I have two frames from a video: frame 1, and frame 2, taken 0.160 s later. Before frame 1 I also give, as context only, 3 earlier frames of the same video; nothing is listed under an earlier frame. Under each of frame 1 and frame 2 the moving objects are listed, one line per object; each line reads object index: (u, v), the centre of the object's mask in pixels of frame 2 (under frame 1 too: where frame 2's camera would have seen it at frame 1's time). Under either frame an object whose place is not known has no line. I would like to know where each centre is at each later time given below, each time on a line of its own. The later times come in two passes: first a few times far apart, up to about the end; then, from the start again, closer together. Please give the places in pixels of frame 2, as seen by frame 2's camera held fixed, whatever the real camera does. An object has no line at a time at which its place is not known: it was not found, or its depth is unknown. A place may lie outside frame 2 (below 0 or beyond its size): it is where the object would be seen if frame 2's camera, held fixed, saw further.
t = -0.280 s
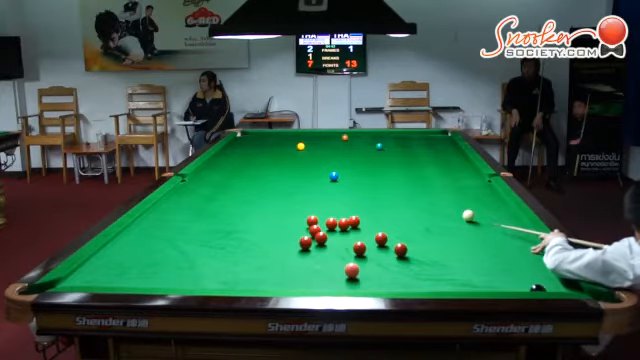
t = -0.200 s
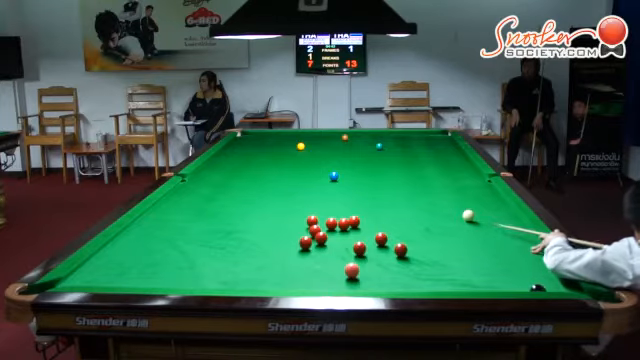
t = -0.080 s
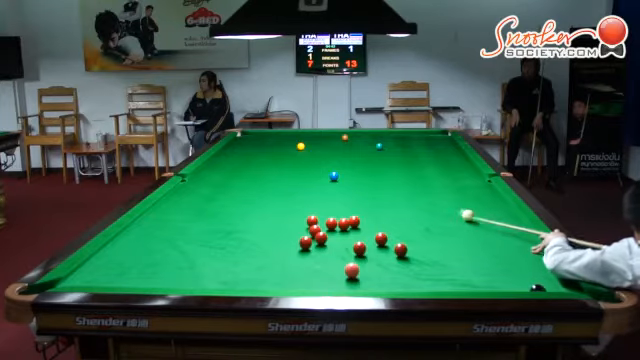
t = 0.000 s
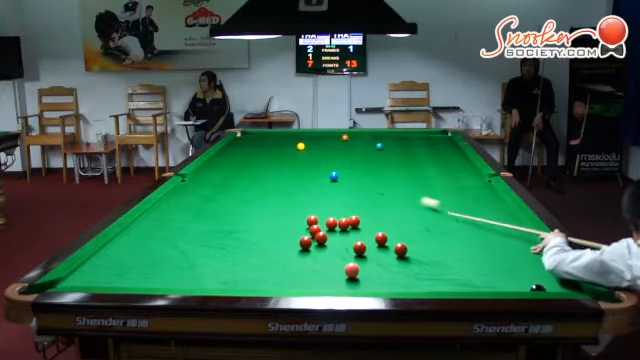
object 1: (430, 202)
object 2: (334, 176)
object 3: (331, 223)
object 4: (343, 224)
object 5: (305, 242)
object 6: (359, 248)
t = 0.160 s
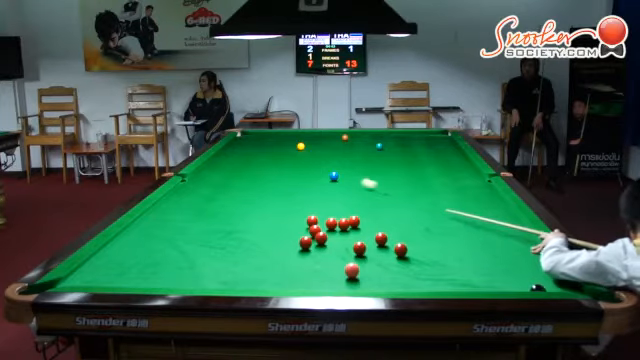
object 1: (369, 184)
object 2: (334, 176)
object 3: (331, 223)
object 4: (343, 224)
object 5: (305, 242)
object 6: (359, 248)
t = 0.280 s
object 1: (341, 173)
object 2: (328, 176)
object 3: (331, 223)
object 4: (343, 224)
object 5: (305, 242)
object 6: (359, 248)
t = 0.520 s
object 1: (326, 158)
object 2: (290, 177)
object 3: (331, 223)
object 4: (343, 224)
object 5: (305, 242)
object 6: (359, 248)
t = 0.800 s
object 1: (311, 144)
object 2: (249, 177)
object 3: (331, 223)
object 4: (343, 224)
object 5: (305, 242)
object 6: (359, 248)
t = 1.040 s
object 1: (301, 135)
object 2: (216, 178)
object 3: (331, 223)
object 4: (343, 224)
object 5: (305, 242)
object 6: (359, 248)
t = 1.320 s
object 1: (277, 137)
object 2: (191, 178)
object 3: (331, 223)
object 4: (343, 224)
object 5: (305, 242)
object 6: (359, 248)
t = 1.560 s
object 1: (249, 143)
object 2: (209, 176)
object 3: (331, 223)
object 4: (343, 224)
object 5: (305, 242)
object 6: (359, 248)
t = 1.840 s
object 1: (225, 150)
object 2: (228, 173)
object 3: (331, 223)
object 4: (343, 224)
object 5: (305, 242)
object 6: (359, 248)
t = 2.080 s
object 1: (233, 157)
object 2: (243, 171)
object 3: (331, 223)
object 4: (343, 224)
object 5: (305, 242)
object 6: (359, 248)
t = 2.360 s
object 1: (244, 164)
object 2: (258, 169)
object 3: (331, 223)
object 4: (343, 224)
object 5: (305, 242)
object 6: (359, 248)
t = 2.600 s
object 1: (254, 172)
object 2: (271, 168)
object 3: (331, 223)
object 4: (343, 224)
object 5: (305, 242)
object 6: (359, 248)
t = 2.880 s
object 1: (268, 181)
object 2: (284, 166)
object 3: (331, 223)
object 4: (343, 224)
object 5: (305, 242)
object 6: (359, 248)
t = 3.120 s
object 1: (281, 190)
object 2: (294, 165)
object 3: (331, 223)
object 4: (343, 224)
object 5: (305, 242)
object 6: (359, 248)
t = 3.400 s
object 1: (298, 201)
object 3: (331, 223)
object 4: (343, 224)
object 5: (305, 242)
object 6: (359, 248)
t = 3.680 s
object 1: (318, 213)
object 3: (331, 223)
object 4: (343, 224)
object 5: (305, 242)
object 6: (359, 248)
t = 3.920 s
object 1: (330, 219)
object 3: (331, 228)
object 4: (347, 224)
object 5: (305, 242)
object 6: (359, 248)
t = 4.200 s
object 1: (337, 224)
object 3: (333, 236)
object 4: (356, 225)
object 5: (305, 242)
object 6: (359, 248)
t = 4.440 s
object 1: (344, 226)
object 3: (341, 240)
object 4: (362, 226)
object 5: (301, 243)
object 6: (360, 248)
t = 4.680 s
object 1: (349, 228)
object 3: (348, 244)
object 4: (368, 227)
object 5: (297, 244)
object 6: (359, 248)
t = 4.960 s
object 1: (356, 229)
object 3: (349, 246)
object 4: (372, 228)
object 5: (293, 245)
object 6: (365, 250)
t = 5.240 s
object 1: (360, 230)
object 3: (349, 247)
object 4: (375, 228)
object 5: (290, 245)
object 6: (369, 251)
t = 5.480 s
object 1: (363, 231)
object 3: (349, 247)
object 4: (377, 228)
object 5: (289, 245)
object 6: (372, 252)
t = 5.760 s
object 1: (366, 231)
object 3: (349, 247)
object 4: (377, 228)
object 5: (289, 245)
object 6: (374, 253)
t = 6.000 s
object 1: (367, 232)
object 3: (349, 247)
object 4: (377, 228)
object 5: (289, 245)
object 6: (375, 253)
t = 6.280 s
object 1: (367, 232)
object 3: (349, 247)
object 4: (377, 228)
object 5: (289, 245)
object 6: (375, 253)
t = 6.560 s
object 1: (368, 232)
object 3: (349, 247)
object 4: (377, 228)
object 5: (289, 245)
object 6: (375, 253)
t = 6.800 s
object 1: (368, 232)
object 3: (349, 247)
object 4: (377, 228)
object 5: (289, 245)
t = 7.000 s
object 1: (367, 232)
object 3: (349, 247)
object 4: (377, 228)
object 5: (289, 245)
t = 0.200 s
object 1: (357, 180)
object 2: (333, 176)
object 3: (331, 223)
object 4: (343, 224)
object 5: (305, 242)
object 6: (359, 248)
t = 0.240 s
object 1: (345, 176)
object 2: (333, 176)
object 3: (331, 223)
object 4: (343, 224)
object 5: (305, 242)
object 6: (359, 248)
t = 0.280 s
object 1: (341, 173)
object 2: (328, 176)
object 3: (331, 223)
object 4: (343, 224)
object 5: (305, 242)
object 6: (359, 248)
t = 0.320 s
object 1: (339, 170)
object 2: (320, 176)
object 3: (331, 223)
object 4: (343, 224)
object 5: (305, 242)
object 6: (359, 248)
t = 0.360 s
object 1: (336, 167)
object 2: (314, 176)
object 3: (331, 223)
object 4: (343, 224)
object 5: (305, 242)
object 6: (359, 248)
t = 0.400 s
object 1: (333, 165)
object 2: (308, 176)
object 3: (331, 223)
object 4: (343, 224)
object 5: (305, 242)
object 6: (359, 248)
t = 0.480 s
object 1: (328, 160)
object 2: (296, 176)
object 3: (331, 223)
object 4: (343, 224)
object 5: (305, 242)
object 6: (359, 248)
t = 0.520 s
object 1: (326, 158)
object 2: (290, 177)
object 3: (331, 223)
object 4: (343, 224)
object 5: (305, 242)
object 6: (359, 248)
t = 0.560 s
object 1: (324, 155)
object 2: (284, 177)
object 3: (331, 223)
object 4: (343, 224)
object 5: (305, 242)
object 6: (359, 248)
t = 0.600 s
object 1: (322, 153)
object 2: (278, 177)
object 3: (331, 223)
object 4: (343, 224)
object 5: (305, 242)
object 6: (359, 248)
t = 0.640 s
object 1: (320, 151)
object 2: (272, 177)
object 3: (331, 223)
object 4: (343, 224)
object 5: (305, 242)
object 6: (359, 248)
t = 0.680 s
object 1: (317, 149)
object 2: (266, 177)
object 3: (331, 223)
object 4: (343, 224)
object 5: (305, 242)
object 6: (359, 248)
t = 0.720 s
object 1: (315, 148)
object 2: (260, 177)
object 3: (331, 223)
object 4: (343, 224)
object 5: (305, 242)
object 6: (359, 248)
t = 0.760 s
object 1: (313, 146)
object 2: (254, 177)
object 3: (331, 223)
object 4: (343, 224)
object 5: (305, 242)
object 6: (359, 248)
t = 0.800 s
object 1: (311, 144)
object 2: (249, 177)
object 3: (331, 223)
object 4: (343, 224)
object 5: (305, 242)
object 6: (359, 248)
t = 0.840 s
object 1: (310, 143)
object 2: (244, 177)
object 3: (331, 223)
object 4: (343, 224)
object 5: (305, 242)
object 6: (359, 248)
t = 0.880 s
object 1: (308, 141)
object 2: (238, 177)
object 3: (331, 223)
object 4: (343, 224)
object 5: (305, 242)
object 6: (359, 248)
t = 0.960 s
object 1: (304, 138)
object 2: (227, 178)
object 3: (331, 223)
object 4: (343, 224)
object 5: (305, 242)
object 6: (359, 248)
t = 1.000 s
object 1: (303, 136)
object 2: (221, 178)
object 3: (331, 223)
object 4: (343, 224)
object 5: (305, 242)
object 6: (359, 248)
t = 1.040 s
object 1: (301, 135)
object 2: (216, 178)
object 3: (331, 223)
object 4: (343, 224)
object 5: (305, 242)
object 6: (359, 248)
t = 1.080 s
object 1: (300, 133)
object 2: (211, 179)
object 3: (331, 223)
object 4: (343, 224)
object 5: (305, 242)
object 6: (359, 248)
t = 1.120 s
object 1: (299, 132)
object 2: (205, 178)
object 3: (331, 223)
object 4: (343, 224)
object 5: (305, 242)
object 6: (359, 248)
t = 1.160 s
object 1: (295, 132)
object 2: (200, 178)
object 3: (331, 223)
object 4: (343, 224)
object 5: (305, 242)
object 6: (359, 248)
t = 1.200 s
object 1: (290, 134)
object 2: (195, 179)
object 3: (331, 223)
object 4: (343, 224)
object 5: (305, 242)
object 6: (359, 248)
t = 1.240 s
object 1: (286, 135)
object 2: (188, 179)
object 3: (331, 223)
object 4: (343, 224)
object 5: (305, 242)
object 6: (359, 248)
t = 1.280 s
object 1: (281, 136)
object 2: (188, 179)
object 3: (331, 223)
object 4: (343, 224)
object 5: (305, 242)
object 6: (359, 248)
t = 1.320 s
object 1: (277, 137)
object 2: (191, 178)
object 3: (331, 223)
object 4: (343, 224)
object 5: (305, 242)
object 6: (359, 248)
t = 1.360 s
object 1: (272, 138)
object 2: (195, 178)
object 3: (331, 223)
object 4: (343, 224)
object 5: (305, 242)
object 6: (359, 248)
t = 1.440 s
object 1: (263, 140)
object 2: (200, 177)
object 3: (331, 223)
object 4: (343, 224)
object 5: (305, 242)
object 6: (359, 248)
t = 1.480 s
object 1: (259, 141)
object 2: (203, 176)
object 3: (331, 223)
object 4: (343, 224)
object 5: (305, 242)
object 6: (359, 248)
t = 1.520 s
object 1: (254, 142)
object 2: (206, 176)
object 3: (331, 223)
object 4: (343, 224)
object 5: (305, 242)
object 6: (359, 248)
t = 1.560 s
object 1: (249, 143)
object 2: (209, 176)
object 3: (331, 223)
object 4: (343, 224)
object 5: (305, 242)
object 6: (359, 248)
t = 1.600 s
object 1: (244, 144)
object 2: (212, 175)
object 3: (331, 223)
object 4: (343, 224)
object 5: (305, 242)
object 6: (359, 248)
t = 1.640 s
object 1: (239, 145)
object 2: (214, 175)
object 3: (331, 223)
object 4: (343, 224)
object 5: (305, 242)
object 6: (359, 248)
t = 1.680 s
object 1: (234, 146)
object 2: (217, 174)
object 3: (331, 223)
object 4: (343, 224)
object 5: (305, 242)
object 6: (359, 248)
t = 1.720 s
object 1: (229, 147)
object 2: (220, 174)
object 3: (331, 223)
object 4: (343, 224)
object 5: (305, 242)
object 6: (359, 248)
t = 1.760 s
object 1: (224, 148)
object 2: (223, 174)
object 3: (331, 223)
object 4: (343, 224)
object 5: (305, 242)
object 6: (359, 248)
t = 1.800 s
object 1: (223, 149)
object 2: (225, 173)
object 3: (331, 223)
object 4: (343, 224)
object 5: (305, 242)
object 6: (359, 248)
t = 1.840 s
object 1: (225, 150)
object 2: (228, 173)
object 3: (331, 223)
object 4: (343, 224)
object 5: (305, 242)
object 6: (359, 248)
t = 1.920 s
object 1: (227, 152)
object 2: (233, 172)
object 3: (331, 223)
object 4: (343, 224)
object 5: (305, 242)
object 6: (359, 248)
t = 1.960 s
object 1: (229, 153)
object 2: (235, 172)
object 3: (331, 223)
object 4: (343, 224)
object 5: (305, 242)
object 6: (359, 248)
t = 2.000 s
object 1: (230, 155)
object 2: (238, 172)
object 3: (331, 223)
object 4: (343, 224)
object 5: (305, 242)
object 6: (359, 248)
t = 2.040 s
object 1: (232, 156)
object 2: (240, 171)
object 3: (331, 223)
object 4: (343, 224)
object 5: (305, 242)
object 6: (359, 248)
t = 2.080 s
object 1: (233, 157)
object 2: (243, 171)
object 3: (331, 223)
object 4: (343, 224)
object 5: (305, 242)
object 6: (359, 248)
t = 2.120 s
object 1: (234, 158)
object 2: (245, 171)
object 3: (331, 223)
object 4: (343, 224)
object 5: (305, 242)
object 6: (359, 248)
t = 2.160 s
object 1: (236, 159)
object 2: (247, 171)
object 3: (331, 223)
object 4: (343, 224)
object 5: (305, 242)
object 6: (359, 248)
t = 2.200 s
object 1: (238, 160)
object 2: (250, 171)
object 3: (331, 223)
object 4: (343, 224)
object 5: (305, 242)
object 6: (359, 248)
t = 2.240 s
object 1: (239, 161)
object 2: (252, 170)
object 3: (331, 223)
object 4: (343, 224)
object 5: (305, 242)
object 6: (359, 248)
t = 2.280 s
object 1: (241, 162)
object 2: (254, 170)
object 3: (331, 223)
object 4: (343, 224)
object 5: (305, 242)
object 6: (359, 248)
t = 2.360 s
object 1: (244, 164)
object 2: (258, 169)
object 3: (331, 223)
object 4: (343, 224)
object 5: (305, 242)
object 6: (359, 248)
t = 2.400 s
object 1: (246, 166)
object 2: (260, 169)
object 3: (331, 223)
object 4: (343, 224)
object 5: (305, 242)
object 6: (359, 248)
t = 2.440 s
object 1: (247, 167)
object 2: (263, 169)
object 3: (331, 223)
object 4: (343, 224)
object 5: (305, 242)
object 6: (359, 248)
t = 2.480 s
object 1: (249, 168)
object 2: (265, 168)
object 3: (331, 223)
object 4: (343, 224)
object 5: (305, 242)
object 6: (359, 248)
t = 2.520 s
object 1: (251, 169)
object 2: (267, 168)
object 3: (331, 223)
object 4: (343, 224)
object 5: (305, 242)
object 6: (359, 248)
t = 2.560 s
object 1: (253, 170)
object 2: (269, 168)
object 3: (331, 223)
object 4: (343, 224)
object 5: (305, 242)
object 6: (359, 248)
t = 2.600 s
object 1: (254, 172)
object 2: (271, 168)
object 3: (331, 223)
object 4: (343, 224)
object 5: (305, 242)
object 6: (359, 248)
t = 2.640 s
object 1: (256, 173)
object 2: (273, 167)
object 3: (331, 223)
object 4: (343, 224)
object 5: (305, 242)
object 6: (359, 248)
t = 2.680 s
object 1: (258, 174)
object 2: (275, 167)
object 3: (331, 223)
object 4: (343, 224)
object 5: (305, 242)
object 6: (359, 248)
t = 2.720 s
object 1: (260, 176)
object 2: (277, 167)
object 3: (331, 223)
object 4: (343, 224)
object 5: (305, 242)
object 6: (359, 248)
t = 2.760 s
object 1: (262, 177)
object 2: (278, 167)
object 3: (331, 223)
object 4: (343, 224)
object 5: (305, 242)
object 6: (359, 248)
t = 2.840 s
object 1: (266, 180)
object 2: (282, 166)
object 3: (331, 223)
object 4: (343, 224)
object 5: (305, 242)
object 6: (359, 248)
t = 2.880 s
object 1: (268, 181)
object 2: (284, 166)
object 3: (331, 223)
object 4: (343, 224)
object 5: (305, 242)
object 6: (359, 248)
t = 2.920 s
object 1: (270, 183)
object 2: (286, 166)
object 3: (331, 223)
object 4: (343, 224)
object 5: (305, 242)
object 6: (359, 248)
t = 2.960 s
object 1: (272, 184)
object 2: (287, 166)
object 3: (331, 223)
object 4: (343, 224)
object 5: (305, 242)
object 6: (359, 248)
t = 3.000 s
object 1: (274, 185)
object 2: (289, 165)
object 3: (331, 223)
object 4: (343, 224)
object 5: (305, 242)
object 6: (359, 248)
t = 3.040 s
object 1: (277, 187)
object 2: (290, 165)
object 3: (331, 223)
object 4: (343, 224)
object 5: (305, 242)
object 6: (359, 248)
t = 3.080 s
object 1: (279, 188)
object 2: (292, 165)
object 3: (331, 223)
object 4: (343, 224)
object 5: (305, 242)
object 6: (359, 248)
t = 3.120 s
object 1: (281, 190)
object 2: (294, 165)
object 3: (331, 223)
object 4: (343, 224)
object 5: (305, 242)
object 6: (359, 248)
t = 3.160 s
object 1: (283, 191)
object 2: (296, 164)
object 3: (331, 223)
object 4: (343, 224)
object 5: (305, 242)
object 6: (359, 248)
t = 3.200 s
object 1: (286, 193)
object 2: (297, 164)
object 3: (331, 223)
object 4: (343, 224)
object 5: (305, 242)
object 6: (359, 248)
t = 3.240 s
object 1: (288, 194)
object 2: (299, 164)
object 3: (331, 223)
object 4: (343, 224)
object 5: (305, 242)
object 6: (359, 248)
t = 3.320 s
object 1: (293, 198)
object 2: (302, 164)
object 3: (331, 223)
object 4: (343, 224)
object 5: (305, 242)
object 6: (359, 248)
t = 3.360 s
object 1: (295, 199)
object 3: (331, 223)
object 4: (343, 224)
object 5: (305, 242)
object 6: (359, 248)
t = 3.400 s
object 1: (298, 201)
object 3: (331, 223)
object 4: (343, 224)
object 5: (305, 242)
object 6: (359, 248)
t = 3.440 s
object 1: (301, 203)
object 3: (331, 223)
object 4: (343, 224)
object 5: (305, 242)
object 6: (359, 248)
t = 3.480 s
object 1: (303, 205)
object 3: (331, 223)
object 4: (343, 224)
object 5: (305, 242)
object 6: (360, 248)
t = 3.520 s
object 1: (306, 206)
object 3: (331, 223)
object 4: (343, 224)
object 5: (305, 242)
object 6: (359, 248)
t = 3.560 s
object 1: (309, 208)
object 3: (331, 223)
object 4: (343, 224)
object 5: (305, 242)
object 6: (359, 248)
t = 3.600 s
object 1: (312, 210)
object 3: (331, 223)
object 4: (343, 224)
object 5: (305, 242)
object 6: (359, 248)
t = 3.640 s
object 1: (314, 211)
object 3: (331, 223)
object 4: (343, 224)
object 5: (305, 242)
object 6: (359, 248)
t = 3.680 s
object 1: (318, 213)
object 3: (331, 223)
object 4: (343, 224)
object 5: (305, 242)
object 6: (359, 248)
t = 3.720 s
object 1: (321, 216)
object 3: (331, 223)
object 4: (343, 224)
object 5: (305, 242)
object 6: (359, 248)
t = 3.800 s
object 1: (325, 218)
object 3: (331, 224)
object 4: (343, 224)
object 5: (305, 242)
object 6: (359, 248)
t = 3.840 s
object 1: (327, 219)
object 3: (331, 225)
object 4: (345, 224)
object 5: (305, 242)
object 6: (359, 248)
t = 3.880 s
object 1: (329, 219)
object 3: (331, 226)
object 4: (346, 224)
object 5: (305, 242)
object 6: (359, 248)
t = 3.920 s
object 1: (330, 219)
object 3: (331, 228)
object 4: (347, 224)
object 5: (305, 242)
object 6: (359, 248)
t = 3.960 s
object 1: (331, 220)
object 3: (331, 229)
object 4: (349, 224)
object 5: (305, 242)
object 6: (359, 248)
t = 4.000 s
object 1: (332, 220)
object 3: (331, 230)
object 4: (350, 225)
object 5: (305, 242)
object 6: (359, 248)
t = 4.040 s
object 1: (334, 221)
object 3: (331, 231)
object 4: (351, 225)
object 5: (305, 242)
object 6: (359, 248)
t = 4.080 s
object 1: (335, 222)
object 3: (331, 233)
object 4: (353, 225)
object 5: (305, 242)
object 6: (359, 248)
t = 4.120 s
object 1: (335, 223)
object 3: (331, 234)
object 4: (354, 226)
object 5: (305, 242)
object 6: (359, 248)
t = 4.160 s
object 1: (336, 223)
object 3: (332, 235)
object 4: (355, 225)
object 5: (305, 242)
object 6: (360, 248)
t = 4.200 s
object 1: (337, 224)
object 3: (333, 236)
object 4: (356, 225)
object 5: (305, 242)
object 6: (359, 248)
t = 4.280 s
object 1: (340, 224)
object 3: (336, 237)
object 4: (359, 226)
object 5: (305, 242)
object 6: (359, 248)
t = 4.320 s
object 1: (341, 224)
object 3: (337, 238)
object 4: (360, 226)
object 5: (304, 242)
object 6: (359, 248)
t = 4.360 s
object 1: (342, 225)
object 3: (338, 239)
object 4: (361, 226)
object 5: (303, 243)
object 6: (359, 248)
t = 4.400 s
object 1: (343, 225)
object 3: (340, 240)
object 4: (361, 226)
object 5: (302, 243)
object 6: (359, 248)
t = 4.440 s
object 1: (344, 226)
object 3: (341, 240)
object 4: (362, 226)
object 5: (301, 243)
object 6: (360, 248)
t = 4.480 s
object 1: (345, 226)
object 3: (342, 241)
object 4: (363, 227)
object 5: (301, 243)
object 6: (360, 248)
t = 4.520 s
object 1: (346, 226)
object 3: (344, 242)
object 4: (364, 227)
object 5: (300, 243)
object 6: (360, 248)
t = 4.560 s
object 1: (347, 227)
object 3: (345, 242)
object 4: (365, 227)
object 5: (299, 244)
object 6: (360, 248)
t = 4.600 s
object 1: (348, 227)
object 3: (346, 243)
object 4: (366, 227)
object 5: (298, 244)
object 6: (359, 248)
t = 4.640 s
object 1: (349, 227)
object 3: (347, 243)
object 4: (367, 227)
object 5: (297, 244)
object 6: (359, 248)
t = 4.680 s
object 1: (349, 228)
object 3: (348, 244)
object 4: (368, 227)
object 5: (297, 244)
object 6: (359, 248)
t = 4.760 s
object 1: (351, 228)
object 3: (349, 245)
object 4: (369, 228)
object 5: (295, 244)
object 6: (360, 248)
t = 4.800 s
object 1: (352, 228)
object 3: (349, 245)
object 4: (370, 228)
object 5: (295, 244)
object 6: (361, 249)
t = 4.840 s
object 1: (353, 228)
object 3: (349, 246)
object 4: (370, 228)
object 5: (294, 244)
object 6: (362, 249)
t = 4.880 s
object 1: (354, 229)
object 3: (349, 246)
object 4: (371, 228)
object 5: (294, 245)
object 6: (363, 249)
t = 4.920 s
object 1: (355, 229)
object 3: (349, 246)
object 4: (372, 228)
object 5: (293, 245)
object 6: (364, 249)
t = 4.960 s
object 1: (356, 229)
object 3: (349, 246)
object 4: (372, 228)
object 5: (293, 245)
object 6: (365, 250)
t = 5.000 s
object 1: (356, 230)
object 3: (349, 246)
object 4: (373, 228)
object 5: (292, 245)
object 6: (365, 250)
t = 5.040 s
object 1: (357, 230)
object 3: (349, 246)
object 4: (373, 228)
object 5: (292, 245)
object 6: (366, 250)
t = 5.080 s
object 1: (358, 230)
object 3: (349, 246)
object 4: (374, 228)
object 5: (291, 245)
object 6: (367, 251)
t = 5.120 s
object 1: (358, 230)
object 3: (349, 246)
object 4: (374, 228)
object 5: (291, 245)
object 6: (367, 251)
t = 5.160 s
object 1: (359, 230)
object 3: (349, 246)
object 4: (375, 228)
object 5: (290, 245)
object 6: (368, 251)
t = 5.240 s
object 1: (360, 230)
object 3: (349, 247)
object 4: (375, 228)
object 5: (290, 245)
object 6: (369, 251)
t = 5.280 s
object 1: (361, 231)
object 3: (349, 247)
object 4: (376, 228)
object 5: (290, 245)
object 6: (370, 252)
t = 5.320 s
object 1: (361, 231)
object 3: (349, 247)
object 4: (376, 228)
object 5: (289, 245)
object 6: (370, 252)
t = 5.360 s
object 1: (362, 231)
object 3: (349, 247)
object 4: (376, 228)
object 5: (289, 245)
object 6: (371, 252)
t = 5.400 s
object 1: (362, 231)
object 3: (349, 247)
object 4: (376, 228)
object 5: (289, 245)
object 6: (371, 252)
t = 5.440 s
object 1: (363, 231)
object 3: (349, 247)
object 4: (377, 228)
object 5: (289, 245)
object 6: (372, 252)
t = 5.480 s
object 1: (363, 231)
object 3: (349, 247)
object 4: (377, 228)
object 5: (289, 245)
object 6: (372, 252)
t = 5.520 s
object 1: (364, 231)
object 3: (349, 247)
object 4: (377, 228)
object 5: (289, 245)
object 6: (372, 253)
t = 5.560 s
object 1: (364, 231)
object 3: (349, 247)
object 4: (377, 228)
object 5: (289, 245)
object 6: (373, 253)
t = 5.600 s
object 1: (365, 231)
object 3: (349, 247)
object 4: (377, 228)
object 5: (289, 245)
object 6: (373, 253)
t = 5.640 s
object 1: (365, 231)
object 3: (349, 246)
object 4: (377, 228)
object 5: (289, 245)
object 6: (374, 253)
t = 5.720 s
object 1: (366, 231)
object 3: (349, 247)
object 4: (377, 228)
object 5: (289, 245)
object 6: (374, 253)
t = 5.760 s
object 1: (366, 231)
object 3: (349, 247)
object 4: (377, 228)
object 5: (289, 245)
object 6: (374, 253)
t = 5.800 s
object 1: (366, 231)
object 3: (349, 247)
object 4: (377, 228)
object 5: (289, 245)
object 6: (375, 253)
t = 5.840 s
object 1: (366, 231)
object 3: (349, 247)
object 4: (377, 228)
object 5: (289, 245)
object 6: (375, 253)
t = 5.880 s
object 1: (367, 231)
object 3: (349, 247)
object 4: (377, 228)
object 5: (289, 245)
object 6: (375, 253)
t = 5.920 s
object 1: (367, 231)
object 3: (349, 247)
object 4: (377, 228)
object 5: (289, 245)
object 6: (375, 253)
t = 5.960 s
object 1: (367, 232)
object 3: (349, 247)
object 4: (377, 228)
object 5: (289, 245)
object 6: (375, 253)
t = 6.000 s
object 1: (367, 232)
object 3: (349, 247)
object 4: (377, 228)
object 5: (289, 245)
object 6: (375, 253)
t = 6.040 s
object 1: (367, 232)
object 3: (349, 247)
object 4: (377, 228)
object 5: (289, 245)
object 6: (375, 253)
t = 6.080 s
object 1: (367, 232)
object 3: (349, 247)
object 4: (377, 228)
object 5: (289, 245)
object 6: (375, 253)
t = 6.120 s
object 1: (367, 232)
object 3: (349, 247)
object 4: (377, 228)
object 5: (289, 245)
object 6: (375, 253)
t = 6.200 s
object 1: (367, 232)
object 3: (349, 247)
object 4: (377, 228)
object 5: (289, 245)
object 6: (375, 253)
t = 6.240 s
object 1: (367, 232)
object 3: (349, 247)
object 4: (377, 228)
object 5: (289, 245)
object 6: (375, 253)
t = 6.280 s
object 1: (367, 232)
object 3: (349, 247)
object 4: (377, 228)
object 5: (289, 245)
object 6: (375, 253)
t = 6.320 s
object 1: (367, 232)
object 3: (349, 247)
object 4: (377, 228)
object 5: (289, 245)
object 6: (375, 253)
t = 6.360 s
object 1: (367, 232)
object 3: (349, 247)
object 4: (377, 228)
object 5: (289, 245)
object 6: (375, 253)
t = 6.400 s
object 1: (368, 232)
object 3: (349, 247)
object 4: (377, 228)
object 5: (289, 245)
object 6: (375, 253)
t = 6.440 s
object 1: (368, 232)
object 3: (349, 247)
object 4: (377, 228)
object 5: (289, 245)
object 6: (375, 253)
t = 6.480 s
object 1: (368, 232)
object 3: (349, 247)
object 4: (377, 228)
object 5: (289, 245)
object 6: (375, 253)
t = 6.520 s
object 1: (368, 232)
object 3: (349, 247)
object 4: (377, 228)
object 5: (289, 245)
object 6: (375, 253)
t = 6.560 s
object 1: (368, 232)
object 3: (349, 247)
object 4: (377, 228)
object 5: (289, 245)
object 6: (375, 253)
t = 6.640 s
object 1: (368, 232)
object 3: (349, 247)
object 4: (377, 228)
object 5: (289, 245)
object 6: (375, 253)
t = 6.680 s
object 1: (368, 232)
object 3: (349, 247)
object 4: (377, 228)
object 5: (289, 245)
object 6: (375, 253)
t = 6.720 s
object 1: (368, 232)
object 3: (349, 247)
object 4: (377, 228)
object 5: (289, 245)
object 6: (375, 253)
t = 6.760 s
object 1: (368, 232)
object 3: (349, 247)
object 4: (377, 228)
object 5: (289, 245)
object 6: (375, 253)
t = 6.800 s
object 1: (368, 232)
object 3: (349, 247)
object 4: (377, 228)
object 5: (289, 245)
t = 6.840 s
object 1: (368, 232)
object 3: (349, 247)
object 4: (377, 228)
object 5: (289, 245)
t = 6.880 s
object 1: (367, 232)
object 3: (349, 247)
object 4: (377, 228)
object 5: (289, 245)
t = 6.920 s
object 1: (368, 232)
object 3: (349, 247)
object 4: (377, 228)
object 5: (289, 245)
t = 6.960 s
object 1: (368, 232)
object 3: (349, 247)
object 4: (377, 228)
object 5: (289, 245)
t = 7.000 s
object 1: (367, 232)
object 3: (349, 247)
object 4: (377, 228)
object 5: (289, 245)
